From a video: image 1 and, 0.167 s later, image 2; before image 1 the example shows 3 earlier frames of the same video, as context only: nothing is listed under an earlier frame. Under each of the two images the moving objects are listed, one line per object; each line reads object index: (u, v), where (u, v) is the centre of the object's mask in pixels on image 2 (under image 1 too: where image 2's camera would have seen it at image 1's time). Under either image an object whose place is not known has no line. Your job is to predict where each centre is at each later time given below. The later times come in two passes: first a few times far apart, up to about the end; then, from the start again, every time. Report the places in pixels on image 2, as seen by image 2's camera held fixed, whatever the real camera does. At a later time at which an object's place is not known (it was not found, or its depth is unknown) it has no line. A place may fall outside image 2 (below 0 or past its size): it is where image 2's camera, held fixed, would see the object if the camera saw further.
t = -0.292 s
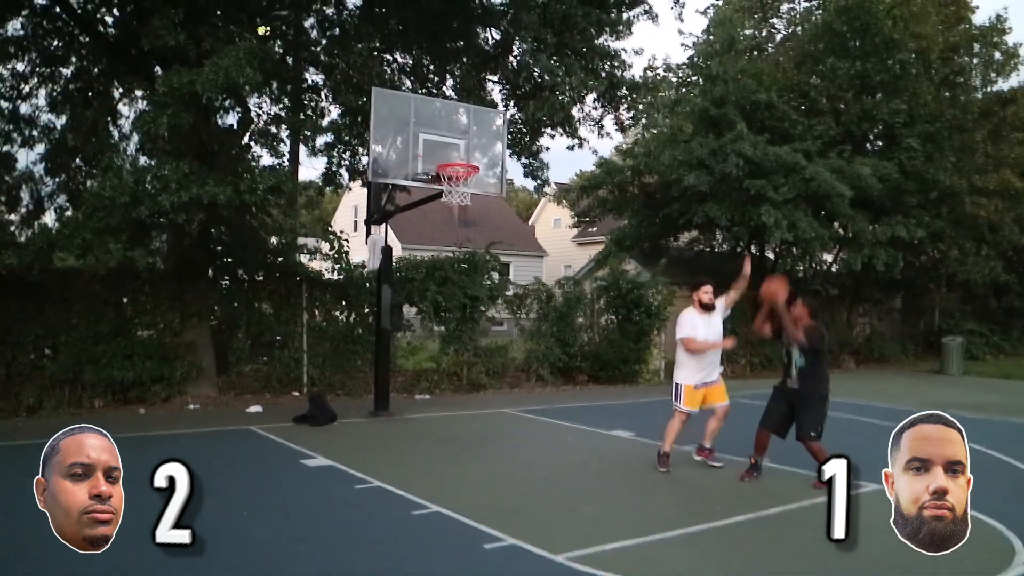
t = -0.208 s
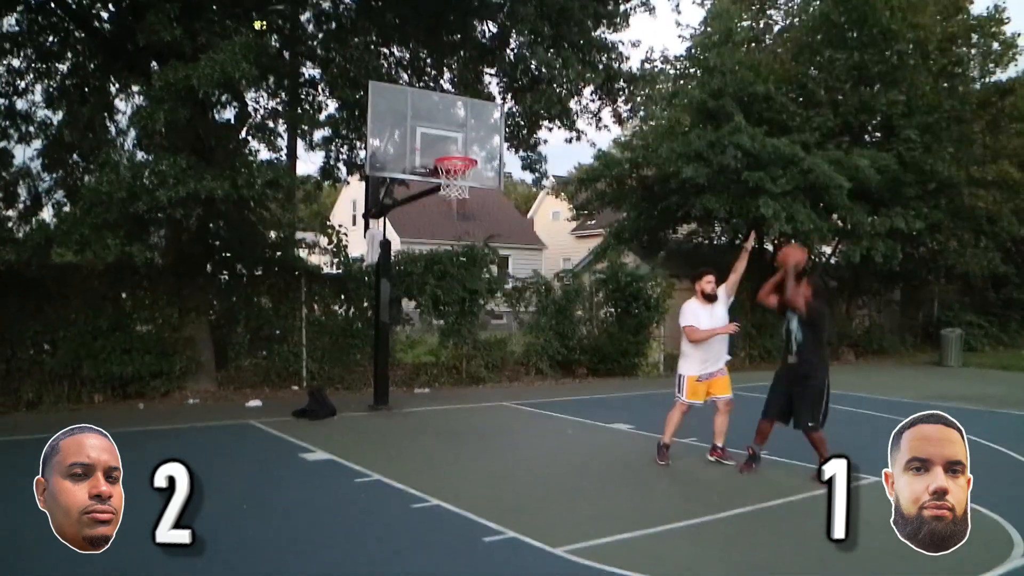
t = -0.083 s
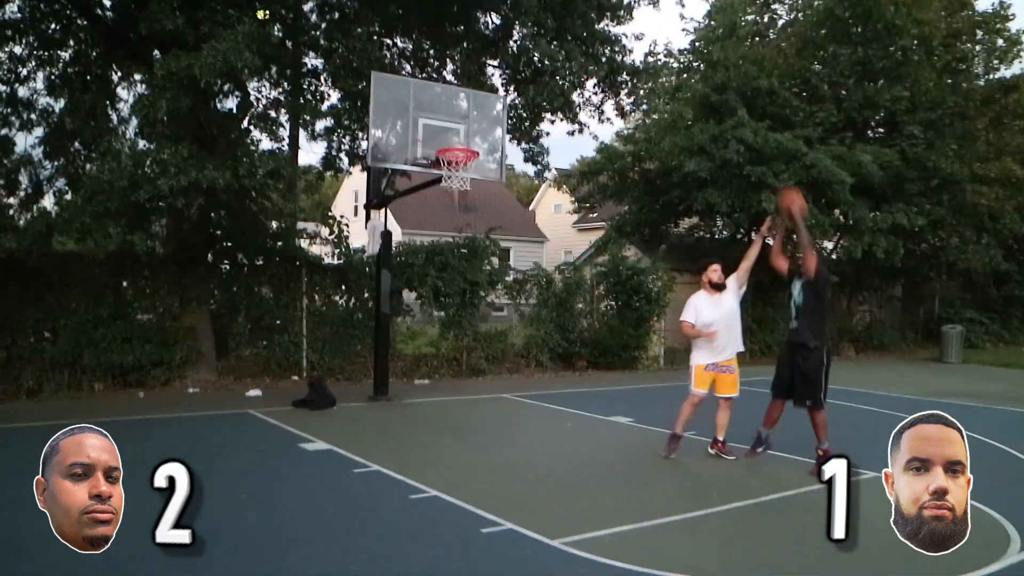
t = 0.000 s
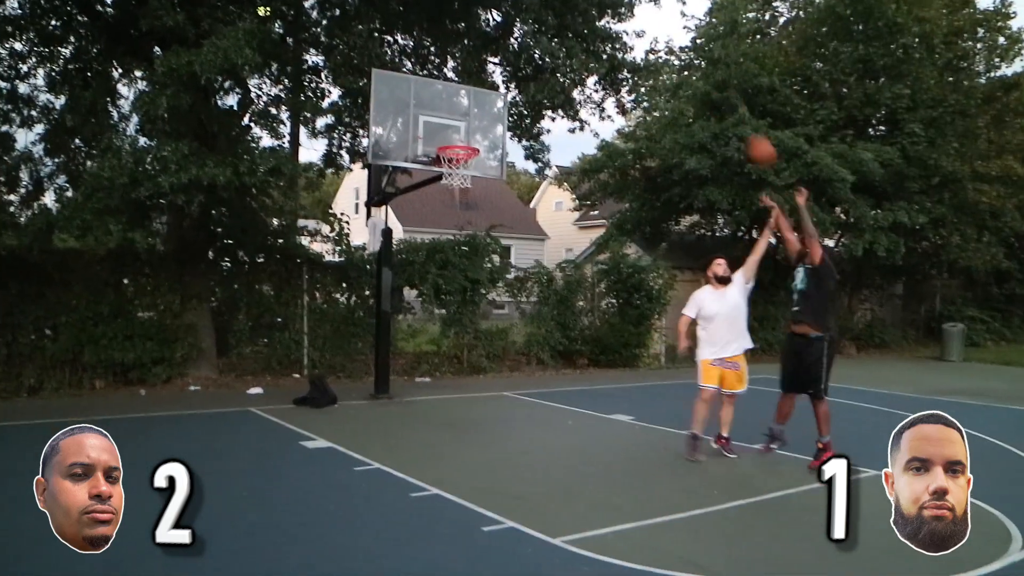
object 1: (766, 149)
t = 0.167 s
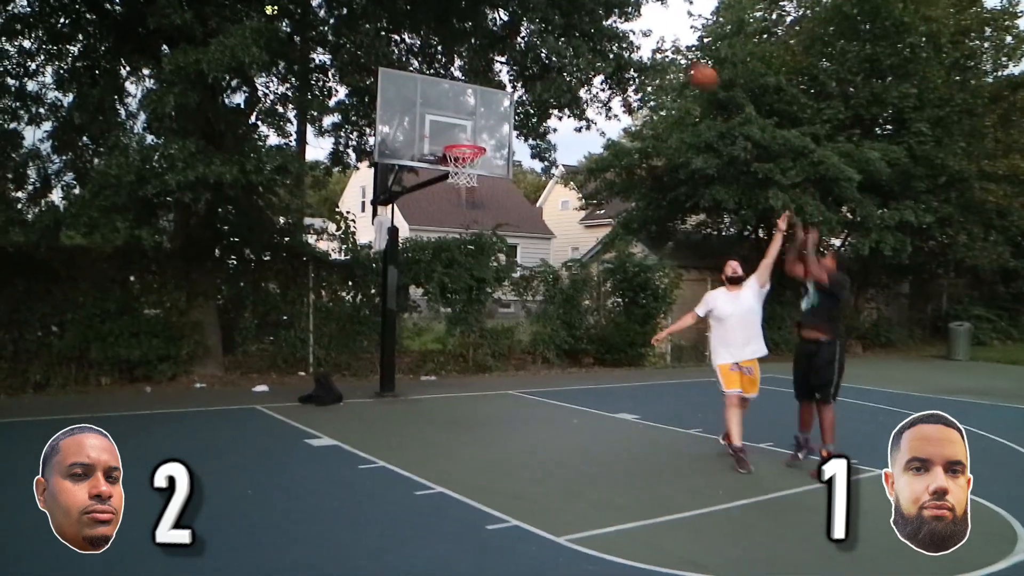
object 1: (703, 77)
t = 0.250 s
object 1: (674, 54)
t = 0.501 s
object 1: (591, 26)
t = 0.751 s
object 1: (518, 59)
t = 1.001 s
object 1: (452, 139)
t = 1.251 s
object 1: (515, 87)
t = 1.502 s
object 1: (581, 82)
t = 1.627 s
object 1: (616, 101)
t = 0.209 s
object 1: (688, 64)
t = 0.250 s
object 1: (674, 54)
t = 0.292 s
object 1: (659, 44)
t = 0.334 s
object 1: (644, 37)
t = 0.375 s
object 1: (630, 32)
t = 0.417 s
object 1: (616, 30)
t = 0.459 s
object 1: (604, 26)
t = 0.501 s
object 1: (591, 26)
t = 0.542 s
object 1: (579, 28)
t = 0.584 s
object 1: (565, 31)
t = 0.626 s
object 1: (554, 36)
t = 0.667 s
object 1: (541, 42)
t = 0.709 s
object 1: (529, 51)
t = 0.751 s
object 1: (518, 59)
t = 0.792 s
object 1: (509, 69)
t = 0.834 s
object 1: (495, 81)
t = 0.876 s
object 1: (485, 94)
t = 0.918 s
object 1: (474, 109)
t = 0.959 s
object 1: (463, 125)
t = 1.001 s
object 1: (452, 139)
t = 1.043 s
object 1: (461, 132)
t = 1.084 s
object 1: (472, 120)
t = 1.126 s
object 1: (483, 110)
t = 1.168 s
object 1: (493, 101)
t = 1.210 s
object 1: (503, 94)
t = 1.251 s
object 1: (515, 87)
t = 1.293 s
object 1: (526, 82)
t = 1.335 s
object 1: (536, 79)
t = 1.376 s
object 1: (548, 77)
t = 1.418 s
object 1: (558, 77)
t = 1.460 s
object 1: (569, 79)
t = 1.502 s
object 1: (581, 82)
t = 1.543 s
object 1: (591, 86)
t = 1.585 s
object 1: (605, 93)
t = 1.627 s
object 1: (616, 101)
